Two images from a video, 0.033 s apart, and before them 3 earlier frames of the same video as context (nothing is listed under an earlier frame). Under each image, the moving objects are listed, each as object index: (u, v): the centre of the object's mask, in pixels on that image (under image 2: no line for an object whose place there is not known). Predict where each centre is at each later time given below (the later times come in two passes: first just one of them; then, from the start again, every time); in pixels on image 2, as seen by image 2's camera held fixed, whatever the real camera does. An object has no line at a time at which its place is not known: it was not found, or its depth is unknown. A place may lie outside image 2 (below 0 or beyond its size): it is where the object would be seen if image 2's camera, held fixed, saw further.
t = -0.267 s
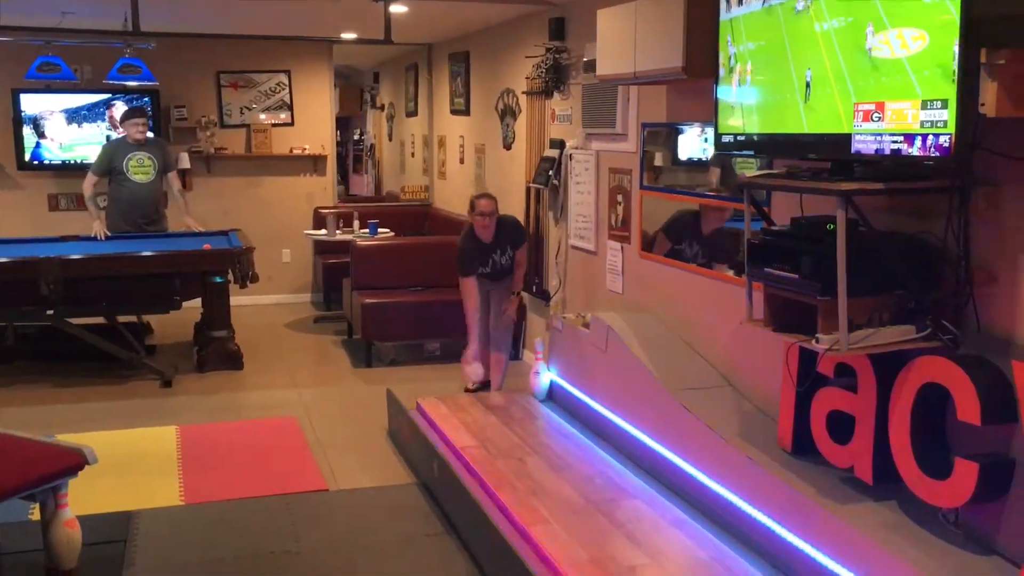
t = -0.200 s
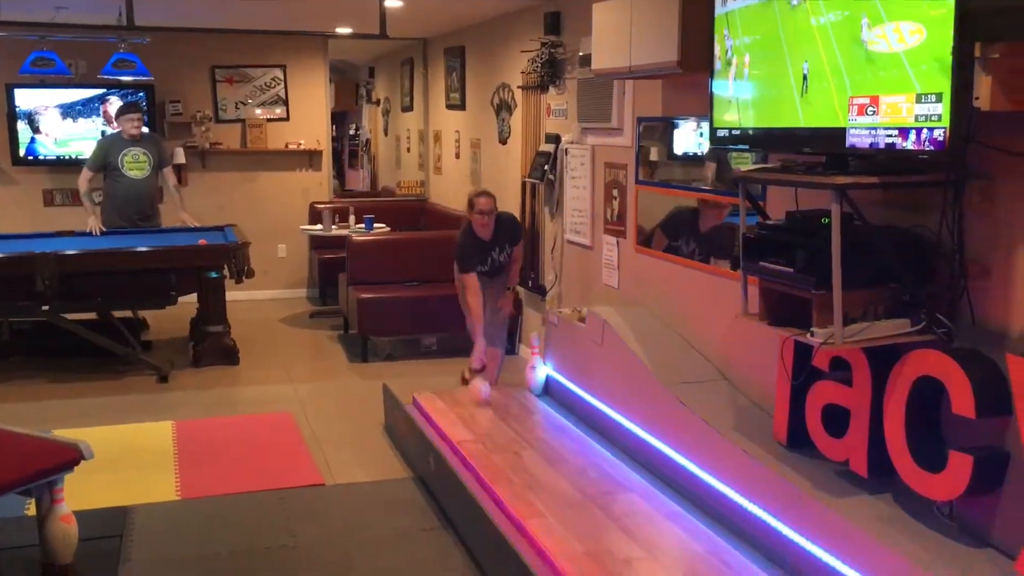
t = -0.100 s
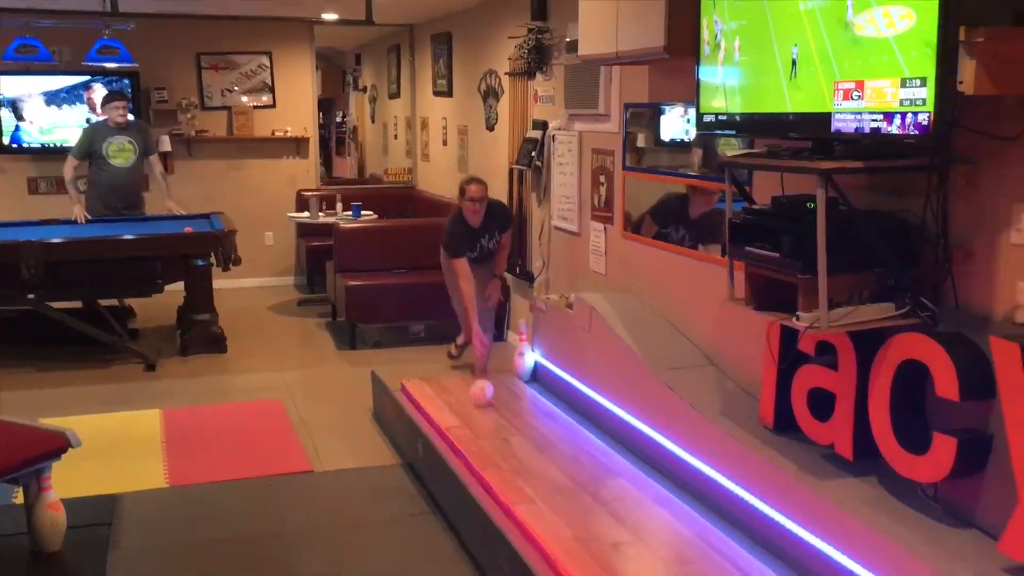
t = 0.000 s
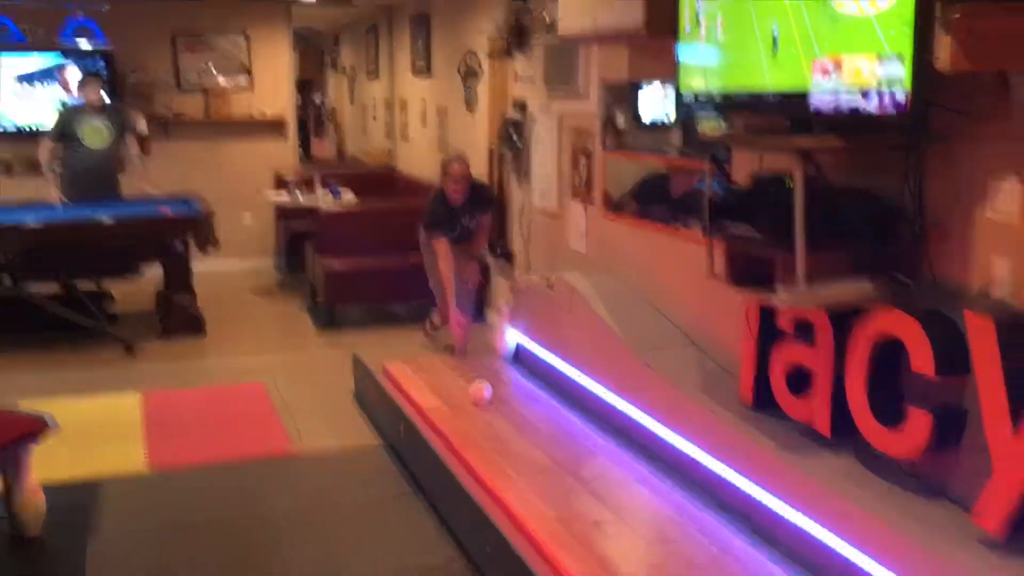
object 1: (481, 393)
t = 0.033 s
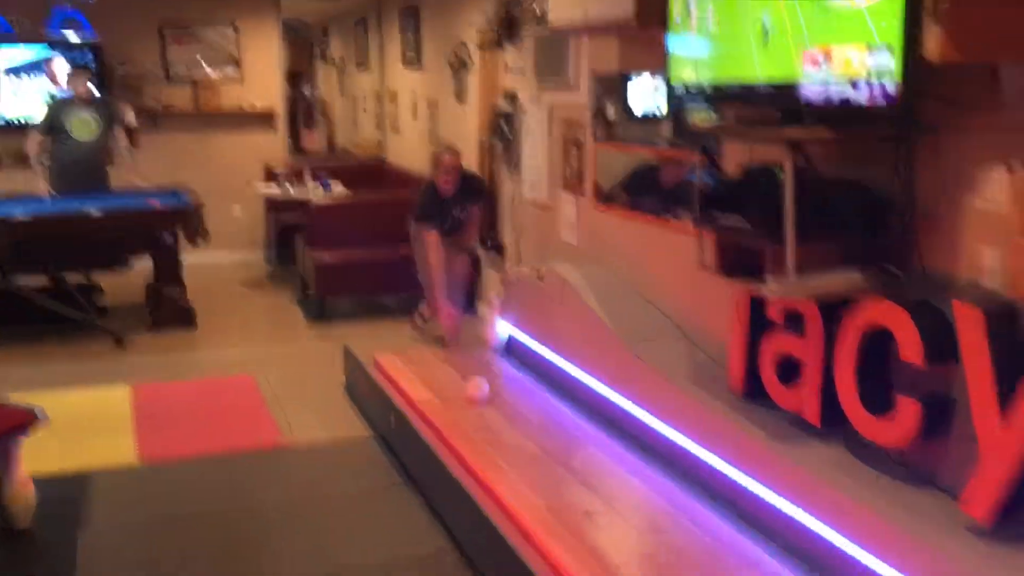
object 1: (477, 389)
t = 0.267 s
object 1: (523, 434)
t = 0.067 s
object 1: (482, 396)
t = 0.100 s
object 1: (489, 402)
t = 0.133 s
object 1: (495, 408)
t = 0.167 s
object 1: (501, 414)
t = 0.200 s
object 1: (509, 422)
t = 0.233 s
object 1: (517, 429)
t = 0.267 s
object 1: (523, 434)
